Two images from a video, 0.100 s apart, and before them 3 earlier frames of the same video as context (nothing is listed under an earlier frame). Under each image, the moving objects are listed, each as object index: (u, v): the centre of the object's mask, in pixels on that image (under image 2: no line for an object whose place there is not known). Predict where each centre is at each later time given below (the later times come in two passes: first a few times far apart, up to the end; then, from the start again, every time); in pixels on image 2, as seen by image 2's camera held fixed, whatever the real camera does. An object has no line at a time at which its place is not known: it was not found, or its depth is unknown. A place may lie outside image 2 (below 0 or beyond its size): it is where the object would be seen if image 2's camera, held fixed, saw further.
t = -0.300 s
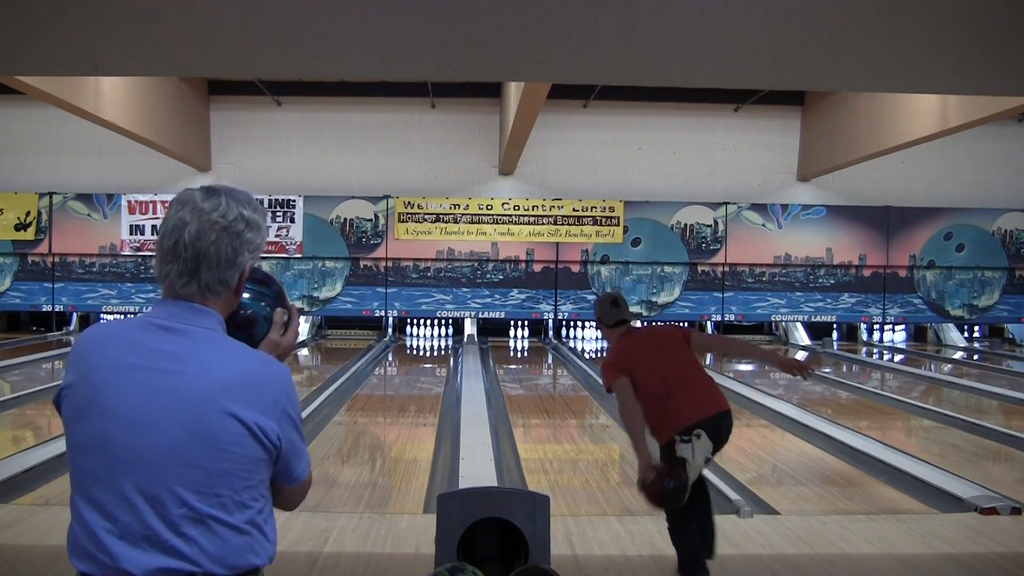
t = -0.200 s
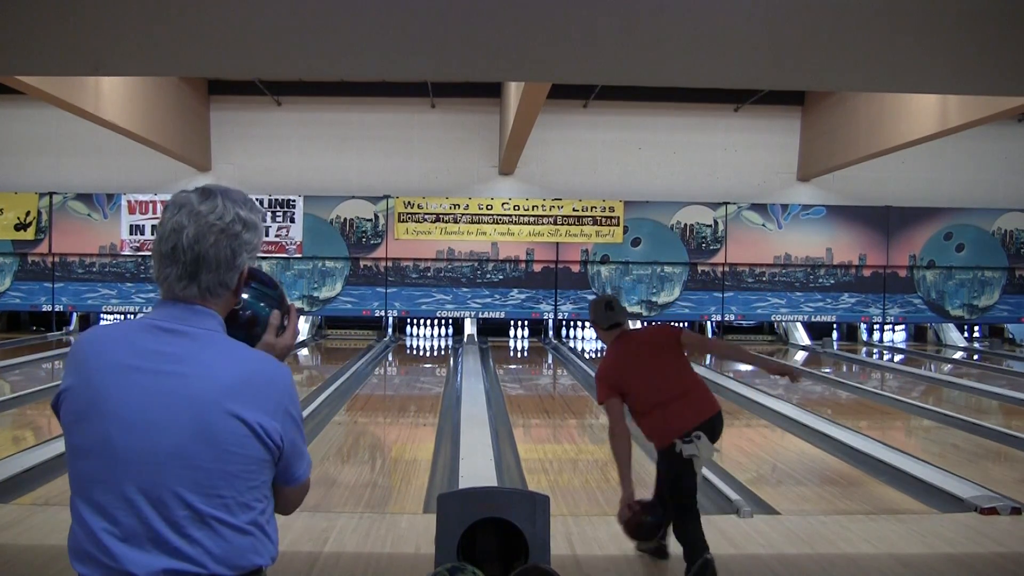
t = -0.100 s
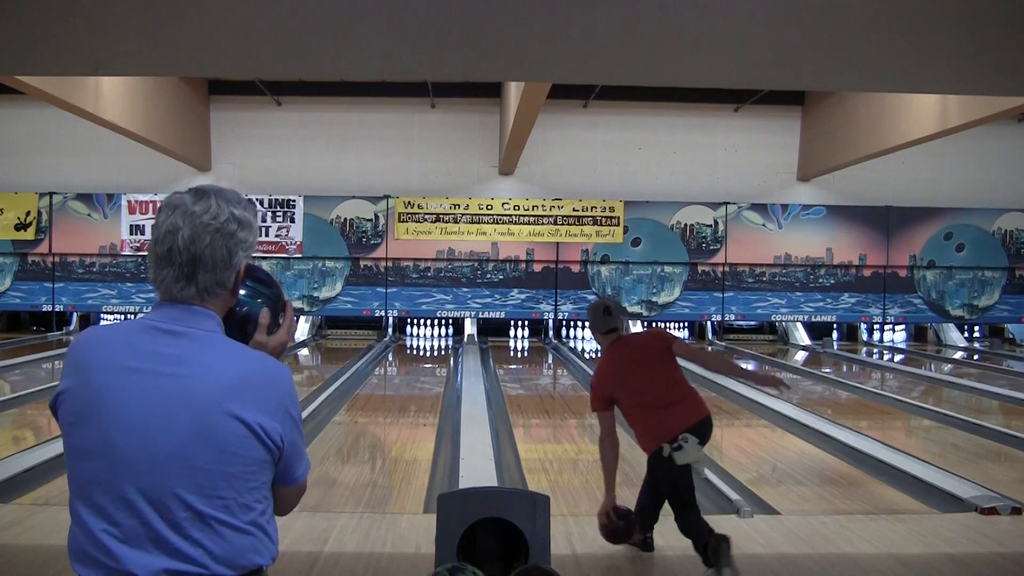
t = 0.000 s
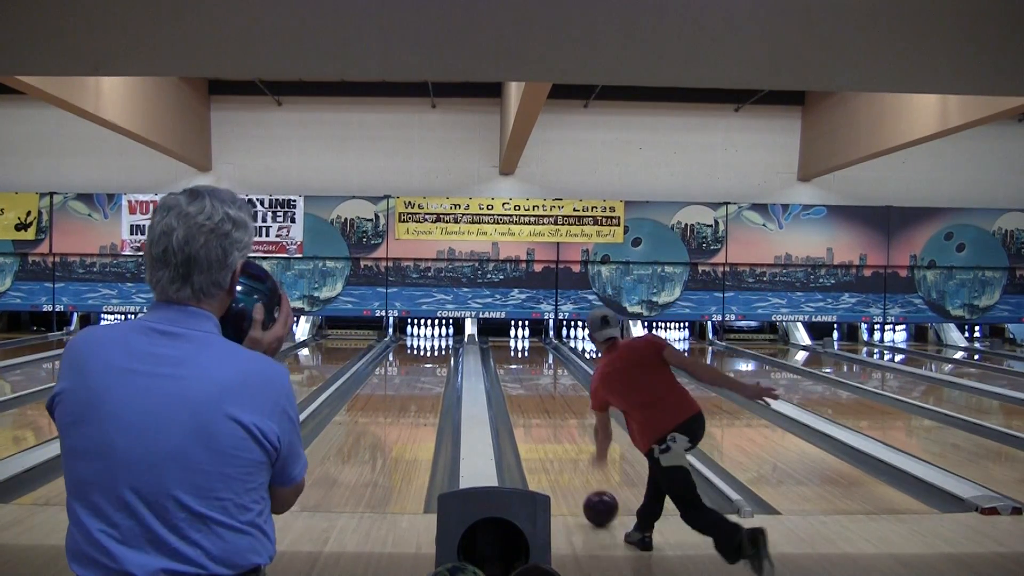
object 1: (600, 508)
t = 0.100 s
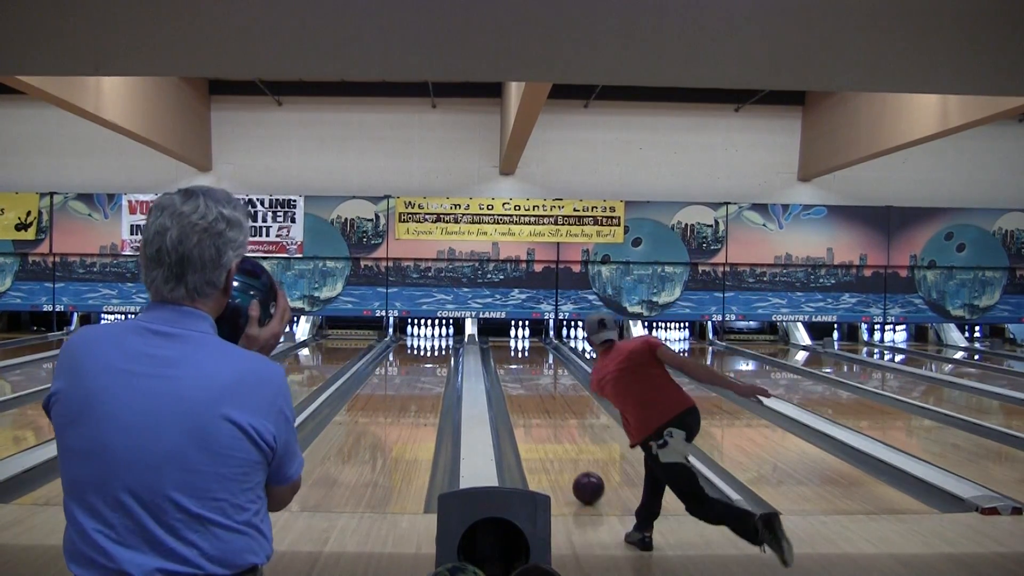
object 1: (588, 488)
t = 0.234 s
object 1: (575, 463)
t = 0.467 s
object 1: (558, 430)
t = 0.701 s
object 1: (547, 407)
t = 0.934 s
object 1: (539, 390)
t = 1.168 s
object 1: (532, 377)
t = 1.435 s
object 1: (527, 365)
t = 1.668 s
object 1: (522, 356)
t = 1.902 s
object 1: (520, 349)
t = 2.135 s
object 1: (518, 344)
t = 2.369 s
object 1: (518, 338)
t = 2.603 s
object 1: (518, 335)
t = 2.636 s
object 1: (518, 333)
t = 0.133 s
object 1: (585, 481)
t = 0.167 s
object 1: (581, 474)
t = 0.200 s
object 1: (578, 468)
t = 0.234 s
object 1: (575, 463)
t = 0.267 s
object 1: (572, 457)
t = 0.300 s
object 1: (570, 452)
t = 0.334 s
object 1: (567, 447)
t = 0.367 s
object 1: (565, 443)
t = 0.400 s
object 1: (563, 438)
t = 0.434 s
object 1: (561, 434)
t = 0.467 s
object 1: (558, 430)
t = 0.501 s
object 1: (557, 427)
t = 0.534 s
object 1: (555, 423)
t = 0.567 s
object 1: (553, 420)
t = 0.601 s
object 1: (551, 416)
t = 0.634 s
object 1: (550, 413)
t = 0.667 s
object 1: (548, 410)
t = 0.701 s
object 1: (547, 407)
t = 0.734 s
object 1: (546, 405)
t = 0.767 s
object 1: (544, 403)
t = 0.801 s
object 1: (543, 400)
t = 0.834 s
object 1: (542, 397)
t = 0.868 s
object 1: (541, 395)
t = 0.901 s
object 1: (540, 392)
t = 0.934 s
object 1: (539, 390)
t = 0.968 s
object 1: (538, 388)
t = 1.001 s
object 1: (537, 386)
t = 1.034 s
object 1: (536, 384)
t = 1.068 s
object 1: (535, 382)
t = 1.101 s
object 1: (534, 380)
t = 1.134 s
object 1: (533, 378)
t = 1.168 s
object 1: (532, 377)
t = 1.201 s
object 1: (531, 375)
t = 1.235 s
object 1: (531, 373)
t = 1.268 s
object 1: (530, 372)
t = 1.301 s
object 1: (529, 370)
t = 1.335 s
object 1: (528, 369)
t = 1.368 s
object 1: (528, 368)
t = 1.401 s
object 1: (527, 366)
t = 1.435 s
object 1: (527, 365)
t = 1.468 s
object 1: (526, 363)
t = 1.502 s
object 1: (525, 363)
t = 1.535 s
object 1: (525, 361)
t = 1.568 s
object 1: (524, 360)
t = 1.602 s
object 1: (523, 358)
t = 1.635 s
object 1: (523, 357)
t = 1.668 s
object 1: (522, 356)
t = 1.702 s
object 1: (522, 355)
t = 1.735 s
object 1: (522, 354)
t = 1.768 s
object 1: (521, 353)
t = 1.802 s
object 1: (521, 352)
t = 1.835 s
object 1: (520, 351)
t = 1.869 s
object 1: (520, 350)
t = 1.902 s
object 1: (520, 349)
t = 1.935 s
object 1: (520, 348)
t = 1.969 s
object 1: (520, 347)
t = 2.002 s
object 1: (520, 347)
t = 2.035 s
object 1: (519, 347)
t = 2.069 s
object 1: (519, 345)
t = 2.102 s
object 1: (519, 345)
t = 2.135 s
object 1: (518, 344)
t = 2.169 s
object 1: (518, 343)
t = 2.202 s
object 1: (518, 342)
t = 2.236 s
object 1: (518, 341)
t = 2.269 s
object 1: (518, 340)
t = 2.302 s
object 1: (518, 339)
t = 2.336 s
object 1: (518, 339)
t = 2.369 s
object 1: (518, 338)
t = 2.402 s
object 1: (518, 338)
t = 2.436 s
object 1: (517, 337)
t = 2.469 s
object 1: (518, 336)
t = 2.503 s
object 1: (518, 336)
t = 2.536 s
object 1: (518, 335)
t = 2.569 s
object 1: (518, 335)
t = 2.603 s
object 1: (518, 335)
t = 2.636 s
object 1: (518, 333)
